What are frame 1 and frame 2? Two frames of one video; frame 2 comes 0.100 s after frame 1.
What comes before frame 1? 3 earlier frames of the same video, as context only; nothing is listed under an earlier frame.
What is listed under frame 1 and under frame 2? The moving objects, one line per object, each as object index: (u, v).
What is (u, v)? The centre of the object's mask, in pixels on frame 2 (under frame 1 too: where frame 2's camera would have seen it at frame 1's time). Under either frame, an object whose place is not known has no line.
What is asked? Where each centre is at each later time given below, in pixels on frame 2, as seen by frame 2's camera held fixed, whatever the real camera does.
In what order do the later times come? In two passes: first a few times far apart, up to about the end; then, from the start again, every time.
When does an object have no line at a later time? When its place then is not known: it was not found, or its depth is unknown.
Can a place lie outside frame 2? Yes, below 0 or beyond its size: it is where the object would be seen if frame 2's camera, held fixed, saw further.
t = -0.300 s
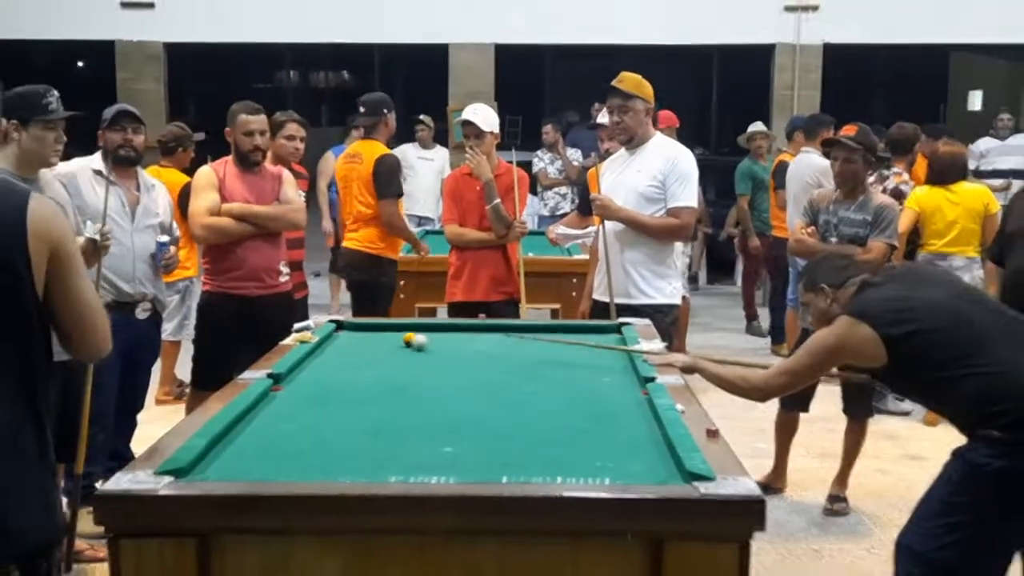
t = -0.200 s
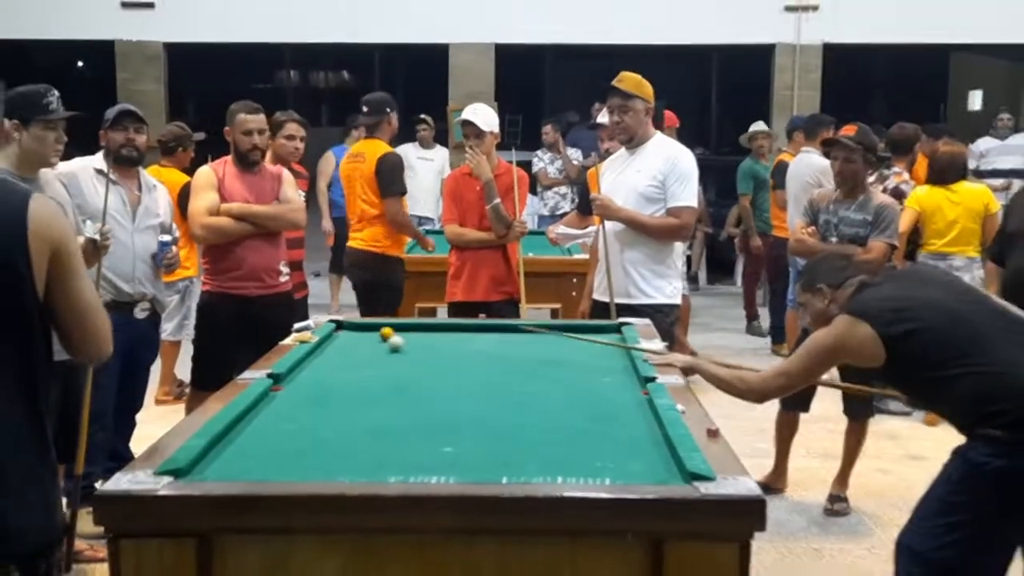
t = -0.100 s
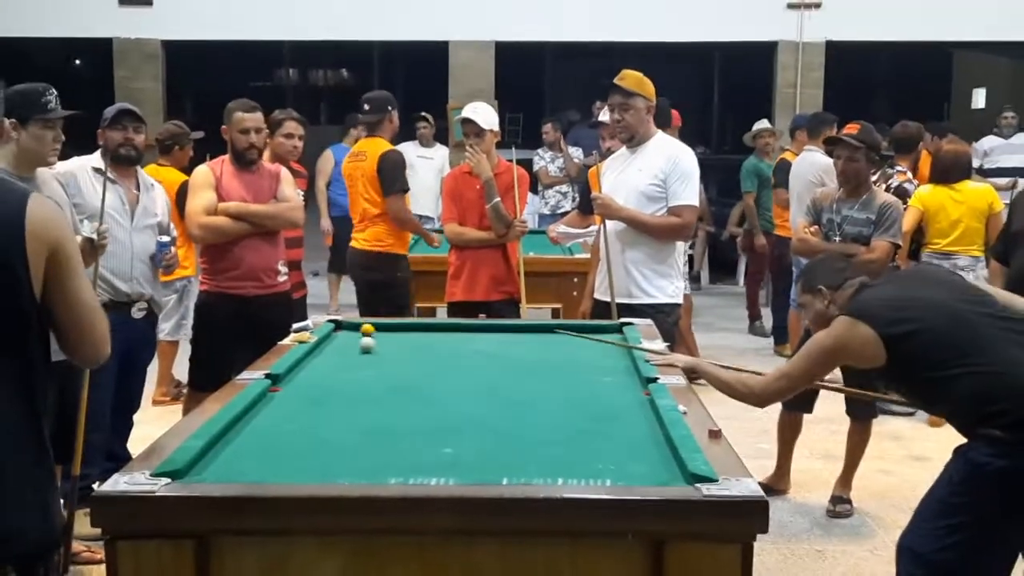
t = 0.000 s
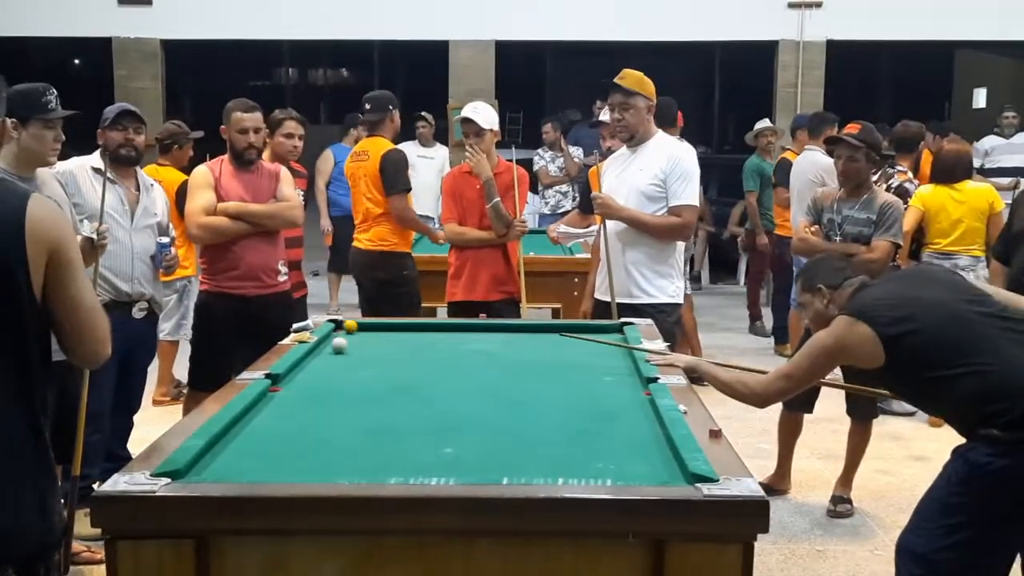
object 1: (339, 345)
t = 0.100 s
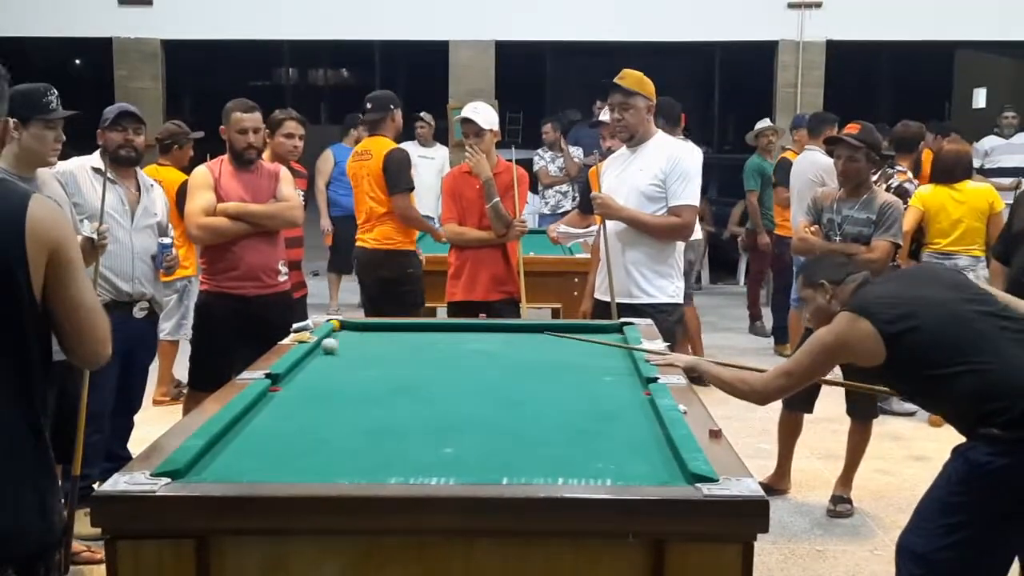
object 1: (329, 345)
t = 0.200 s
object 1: (347, 346)
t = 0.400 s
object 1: (383, 348)
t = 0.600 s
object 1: (417, 350)
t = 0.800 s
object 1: (451, 351)
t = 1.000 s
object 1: (482, 353)
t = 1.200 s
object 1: (513, 354)
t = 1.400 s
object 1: (542, 356)
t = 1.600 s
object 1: (570, 357)
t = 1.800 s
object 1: (597, 359)
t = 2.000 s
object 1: (622, 360)
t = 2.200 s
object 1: (614, 360)
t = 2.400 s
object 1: (598, 362)
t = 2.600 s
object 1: (585, 362)
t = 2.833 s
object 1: (572, 363)
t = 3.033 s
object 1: (561, 363)
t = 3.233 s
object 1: (553, 364)
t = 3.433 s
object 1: (547, 364)
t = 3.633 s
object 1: (542, 364)
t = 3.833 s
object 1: (539, 364)
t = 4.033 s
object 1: (536, 364)
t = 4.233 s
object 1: (537, 365)
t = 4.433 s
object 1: (537, 365)
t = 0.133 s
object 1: (336, 346)
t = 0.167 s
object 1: (341, 346)
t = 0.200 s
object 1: (347, 346)
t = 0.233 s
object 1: (353, 347)
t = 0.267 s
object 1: (359, 347)
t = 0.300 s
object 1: (365, 348)
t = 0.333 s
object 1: (371, 348)
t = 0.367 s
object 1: (377, 348)
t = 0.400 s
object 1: (383, 348)
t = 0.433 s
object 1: (389, 348)
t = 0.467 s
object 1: (394, 349)
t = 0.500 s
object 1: (400, 349)
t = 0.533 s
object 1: (406, 349)
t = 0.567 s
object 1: (412, 349)
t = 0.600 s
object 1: (417, 350)
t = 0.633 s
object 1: (423, 350)
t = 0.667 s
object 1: (429, 350)
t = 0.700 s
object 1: (434, 351)
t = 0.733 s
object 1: (440, 351)
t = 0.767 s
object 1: (445, 351)
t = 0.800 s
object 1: (451, 351)
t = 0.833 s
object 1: (456, 351)
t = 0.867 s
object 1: (461, 352)
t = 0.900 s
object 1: (467, 352)
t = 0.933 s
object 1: (472, 352)
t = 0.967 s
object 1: (477, 353)
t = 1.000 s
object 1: (482, 353)
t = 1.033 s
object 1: (488, 353)
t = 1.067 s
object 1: (493, 353)
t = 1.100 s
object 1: (497, 354)
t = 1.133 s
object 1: (502, 354)
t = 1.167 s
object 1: (508, 354)
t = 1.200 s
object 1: (513, 354)
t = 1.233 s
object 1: (518, 355)
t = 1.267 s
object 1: (523, 355)
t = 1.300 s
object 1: (528, 355)
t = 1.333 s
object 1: (533, 355)
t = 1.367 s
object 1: (537, 355)
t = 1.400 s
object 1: (542, 356)
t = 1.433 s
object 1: (547, 356)
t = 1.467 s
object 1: (552, 356)
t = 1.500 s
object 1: (556, 356)
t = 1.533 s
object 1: (561, 357)
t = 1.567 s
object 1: (566, 357)
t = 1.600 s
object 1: (570, 357)
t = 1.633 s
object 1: (575, 357)
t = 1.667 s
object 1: (579, 358)
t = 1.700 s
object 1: (583, 358)
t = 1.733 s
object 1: (588, 358)
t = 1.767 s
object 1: (592, 358)
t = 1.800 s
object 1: (597, 359)
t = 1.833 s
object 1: (601, 359)
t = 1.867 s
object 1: (605, 359)
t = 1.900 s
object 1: (609, 359)
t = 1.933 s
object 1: (614, 360)
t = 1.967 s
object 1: (618, 360)
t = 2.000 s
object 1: (622, 360)
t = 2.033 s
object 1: (626, 360)
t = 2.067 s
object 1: (625, 360)
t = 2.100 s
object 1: (622, 361)
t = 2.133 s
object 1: (620, 361)
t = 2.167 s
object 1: (617, 361)
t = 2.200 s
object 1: (614, 360)
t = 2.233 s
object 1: (611, 360)
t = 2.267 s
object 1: (608, 360)
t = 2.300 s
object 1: (606, 361)
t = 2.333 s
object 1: (603, 361)
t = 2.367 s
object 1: (601, 361)
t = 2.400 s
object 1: (598, 362)
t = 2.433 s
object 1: (596, 362)
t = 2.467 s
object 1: (594, 362)
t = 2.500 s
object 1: (592, 362)
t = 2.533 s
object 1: (589, 362)
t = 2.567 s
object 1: (587, 362)
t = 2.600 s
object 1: (585, 362)
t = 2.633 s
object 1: (583, 362)
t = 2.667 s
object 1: (581, 362)
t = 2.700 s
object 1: (579, 362)
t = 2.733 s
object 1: (577, 363)
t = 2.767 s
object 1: (575, 363)
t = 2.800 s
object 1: (573, 363)
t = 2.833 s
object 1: (572, 363)
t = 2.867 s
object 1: (570, 363)
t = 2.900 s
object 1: (568, 363)
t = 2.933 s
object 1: (566, 363)
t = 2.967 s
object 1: (564, 363)
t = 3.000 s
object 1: (563, 363)
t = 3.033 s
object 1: (561, 363)
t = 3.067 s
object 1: (561, 363)
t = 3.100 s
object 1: (559, 363)
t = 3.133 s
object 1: (558, 363)
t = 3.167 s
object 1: (556, 364)
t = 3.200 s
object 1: (555, 364)
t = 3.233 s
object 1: (553, 364)
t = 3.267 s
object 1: (552, 364)
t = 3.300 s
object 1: (551, 364)
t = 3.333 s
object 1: (550, 364)
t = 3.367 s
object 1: (549, 364)
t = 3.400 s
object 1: (547, 364)
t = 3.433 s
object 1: (547, 364)
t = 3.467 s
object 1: (546, 364)
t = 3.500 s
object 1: (545, 364)
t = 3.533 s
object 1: (544, 364)
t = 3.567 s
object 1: (543, 364)
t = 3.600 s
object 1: (542, 364)
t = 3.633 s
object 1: (542, 364)
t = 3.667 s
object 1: (541, 364)
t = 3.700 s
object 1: (540, 364)
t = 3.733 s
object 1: (540, 364)
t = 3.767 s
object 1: (539, 364)
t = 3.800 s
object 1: (539, 364)
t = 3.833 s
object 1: (539, 364)
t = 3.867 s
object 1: (538, 364)
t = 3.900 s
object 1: (538, 364)
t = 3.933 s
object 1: (537, 364)
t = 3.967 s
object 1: (537, 364)
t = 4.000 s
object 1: (537, 364)
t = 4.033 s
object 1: (536, 364)
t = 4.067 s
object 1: (536, 364)
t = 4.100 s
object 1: (537, 364)
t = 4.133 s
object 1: (537, 364)
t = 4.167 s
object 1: (537, 364)
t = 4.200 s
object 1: (537, 364)
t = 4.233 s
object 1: (537, 365)
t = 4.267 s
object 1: (537, 364)
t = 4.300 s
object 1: (537, 365)
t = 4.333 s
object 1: (537, 365)
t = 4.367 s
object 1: (537, 365)
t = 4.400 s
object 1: (537, 364)
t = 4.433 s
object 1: (537, 365)
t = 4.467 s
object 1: (537, 365)
